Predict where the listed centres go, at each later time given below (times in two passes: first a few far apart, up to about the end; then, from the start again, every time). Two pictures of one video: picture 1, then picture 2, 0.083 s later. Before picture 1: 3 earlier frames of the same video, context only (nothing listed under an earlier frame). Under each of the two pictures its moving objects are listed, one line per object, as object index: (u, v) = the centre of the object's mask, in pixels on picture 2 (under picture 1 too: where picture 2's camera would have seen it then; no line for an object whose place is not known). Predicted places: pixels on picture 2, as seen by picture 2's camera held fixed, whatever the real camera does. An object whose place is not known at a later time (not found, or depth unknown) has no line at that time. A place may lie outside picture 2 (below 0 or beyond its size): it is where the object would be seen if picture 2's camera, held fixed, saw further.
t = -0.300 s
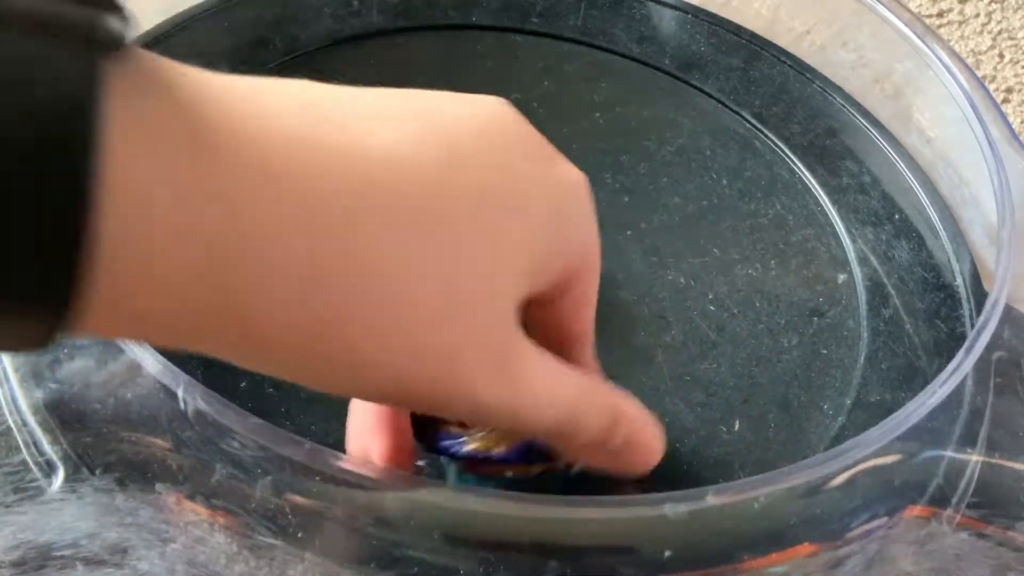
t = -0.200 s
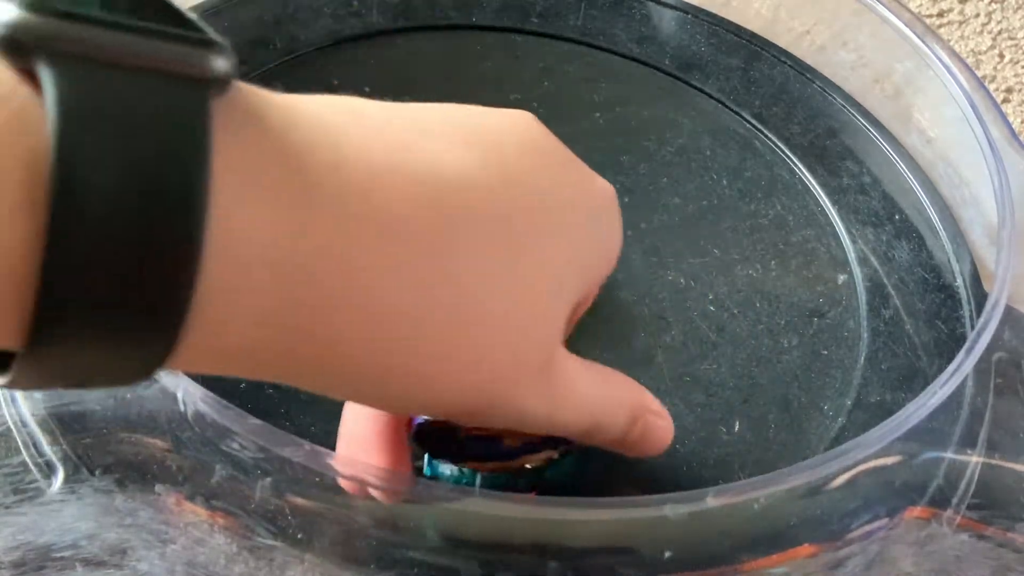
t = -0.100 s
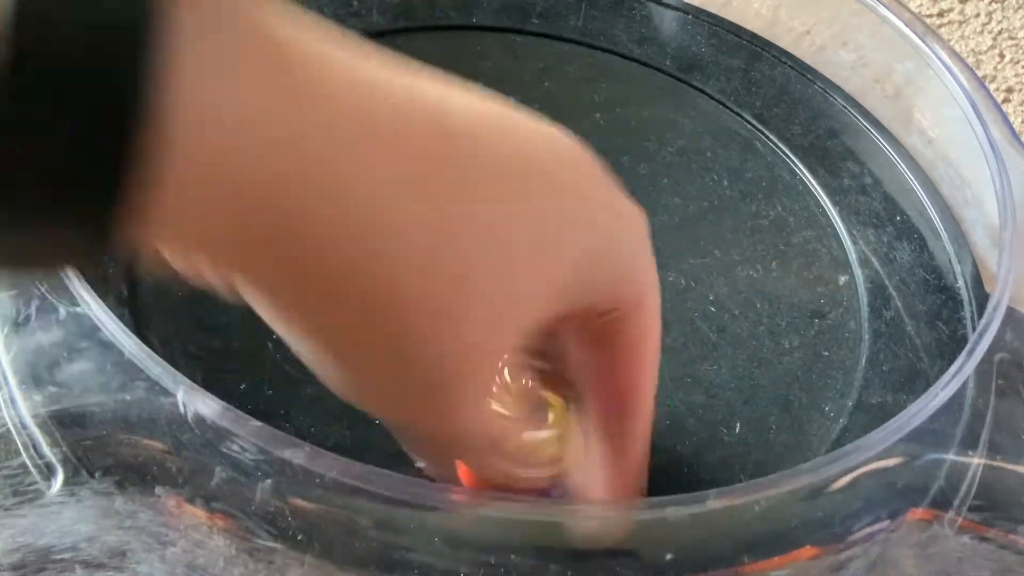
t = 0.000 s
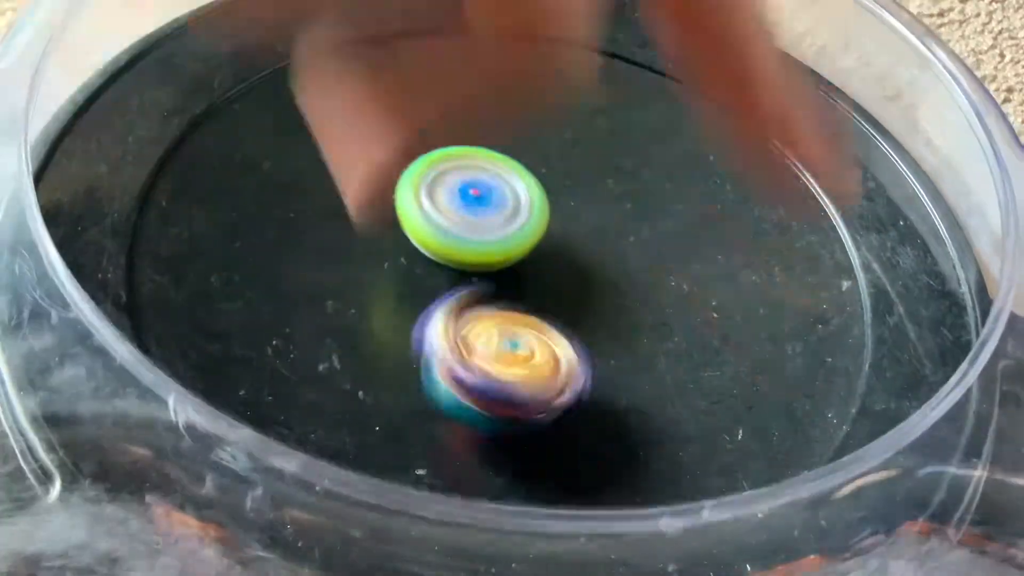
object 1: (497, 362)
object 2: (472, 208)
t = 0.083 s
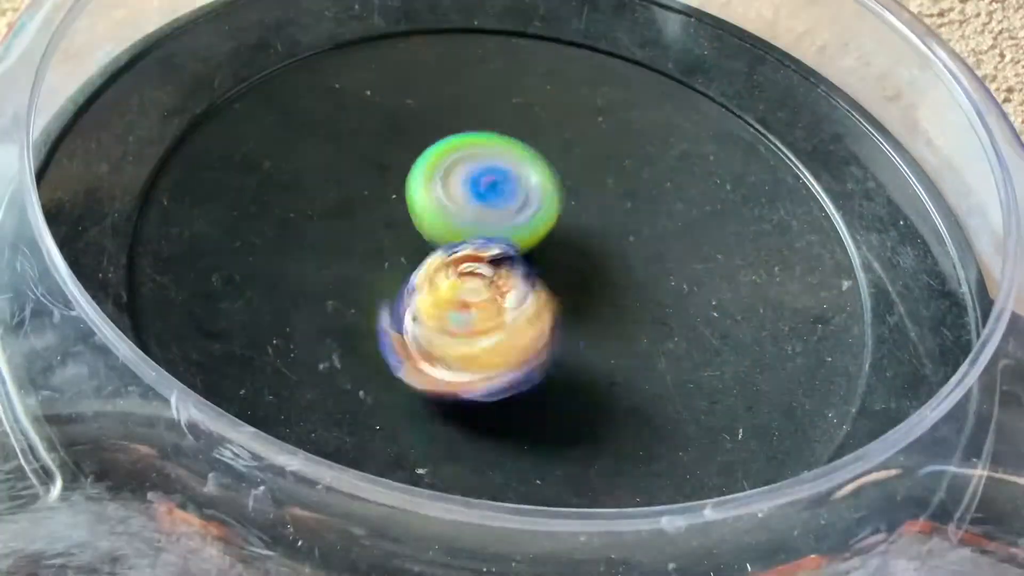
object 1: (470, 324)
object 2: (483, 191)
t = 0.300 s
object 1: (431, 297)
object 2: (522, 151)
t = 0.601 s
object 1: (504, 273)
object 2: (536, 152)
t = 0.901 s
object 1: (506, 306)
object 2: (574, 176)
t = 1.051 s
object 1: (519, 315)
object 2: (588, 196)
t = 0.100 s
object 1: (456, 317)
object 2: (492, 186)
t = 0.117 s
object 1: (452, 320)
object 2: (499, 181)
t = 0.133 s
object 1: (443, 319)
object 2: (505, 176)
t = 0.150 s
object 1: (441, 320)
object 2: (510, 171)
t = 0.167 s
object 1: (436, 318)
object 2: (514, 167)
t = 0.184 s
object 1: (427, 317)
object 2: (517, 163)
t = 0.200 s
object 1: (419, 311)
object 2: (519, 160)
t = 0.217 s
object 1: (416, 306)
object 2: (520, 158)
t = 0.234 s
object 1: (418, 305)
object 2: (521, 156)
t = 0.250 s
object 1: (420, 303)
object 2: (522, 154)
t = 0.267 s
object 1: (419, 296)
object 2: (522, 153)
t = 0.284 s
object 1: (424, 298)
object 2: (521, 152)
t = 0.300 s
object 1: (431, 297)
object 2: (522, 151)
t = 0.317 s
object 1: (435, 292)
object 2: (521, 150)
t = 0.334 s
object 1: (439, 291)
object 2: (521, 149)
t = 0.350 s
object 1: (446, 291)
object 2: (521, 149)
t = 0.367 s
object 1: (451, 292)
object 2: (521, 149)
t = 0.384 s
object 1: (453, 288)
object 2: (521, 149)
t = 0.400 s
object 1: (457, 285)
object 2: (521, 149)
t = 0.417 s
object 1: (461, 283)
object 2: (521, 150)
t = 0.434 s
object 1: (464, 279)
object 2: (522, 150)
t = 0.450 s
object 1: (467, 279)
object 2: (522, 151)
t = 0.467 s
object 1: (471, 278)
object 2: (523, 150)
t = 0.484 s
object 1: (476, 274)
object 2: (524, 152)
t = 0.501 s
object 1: (481, 273)
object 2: (525, 153)
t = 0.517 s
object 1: (485, 271)
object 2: (527, 152)
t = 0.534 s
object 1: (490, 268)
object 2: (527, 152)
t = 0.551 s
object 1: (495, 267)
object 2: (529, 153)
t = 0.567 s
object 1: (500, 270)
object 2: (532, 152)
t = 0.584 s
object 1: (501, 271)
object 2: (533, 152)
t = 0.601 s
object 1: (504, 273)
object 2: (536, 152)
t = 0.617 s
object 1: (506, 275)
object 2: (538, 153)
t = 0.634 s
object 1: (508, 275)
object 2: (539, 153)
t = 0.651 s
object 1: (509, 274)
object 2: (541, 152)
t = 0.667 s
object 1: (511, 275)
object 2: (542, 153)
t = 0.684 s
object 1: (512, 276)
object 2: (543, 155)
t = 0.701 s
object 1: (512, 277)
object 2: (544, 157)
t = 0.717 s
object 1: (510, 278)
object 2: (546, 158)
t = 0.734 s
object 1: (512, 279)
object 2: (547, 159)
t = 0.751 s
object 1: (512, 280)
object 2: (547, 161)
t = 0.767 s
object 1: (513, 279)
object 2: (548, 164)
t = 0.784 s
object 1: (512, 280)
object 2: (550, 166)
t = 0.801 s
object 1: (510, 285)
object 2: (555, 167)
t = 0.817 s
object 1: (507, 287)
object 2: (559, 168)
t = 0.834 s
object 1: (505, 291)
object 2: (563, 169)
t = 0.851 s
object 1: (504, 294)
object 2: (567, 170)
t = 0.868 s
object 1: (504, 298)
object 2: (569, 171)
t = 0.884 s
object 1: (505, 302)
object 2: (571, 174)
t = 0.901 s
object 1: (506, 306)
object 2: (574, 176)
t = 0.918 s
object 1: (508, 308)
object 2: (576, 178)
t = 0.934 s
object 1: (511, 310)
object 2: (577, 180)
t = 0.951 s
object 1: (514, 312)
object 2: (579, 182)
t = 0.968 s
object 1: (516, 313)
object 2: (581, 184)
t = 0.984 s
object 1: (517, 314)
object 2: (583, 187)
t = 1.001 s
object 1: (518, 315)
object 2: (584, 189)
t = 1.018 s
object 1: (519, 315)
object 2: (586, 192)
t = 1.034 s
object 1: (519, 314)
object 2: (587, 194)
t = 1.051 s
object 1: (519, 315)
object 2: (588, 196)
